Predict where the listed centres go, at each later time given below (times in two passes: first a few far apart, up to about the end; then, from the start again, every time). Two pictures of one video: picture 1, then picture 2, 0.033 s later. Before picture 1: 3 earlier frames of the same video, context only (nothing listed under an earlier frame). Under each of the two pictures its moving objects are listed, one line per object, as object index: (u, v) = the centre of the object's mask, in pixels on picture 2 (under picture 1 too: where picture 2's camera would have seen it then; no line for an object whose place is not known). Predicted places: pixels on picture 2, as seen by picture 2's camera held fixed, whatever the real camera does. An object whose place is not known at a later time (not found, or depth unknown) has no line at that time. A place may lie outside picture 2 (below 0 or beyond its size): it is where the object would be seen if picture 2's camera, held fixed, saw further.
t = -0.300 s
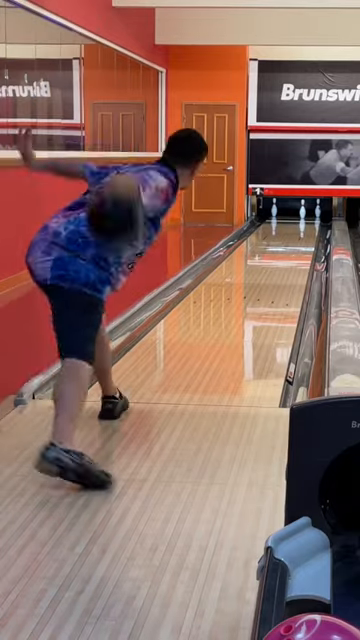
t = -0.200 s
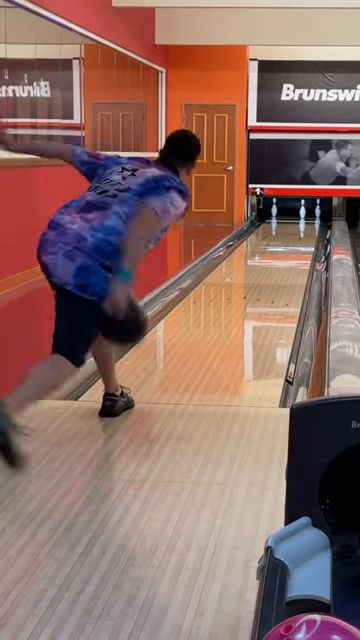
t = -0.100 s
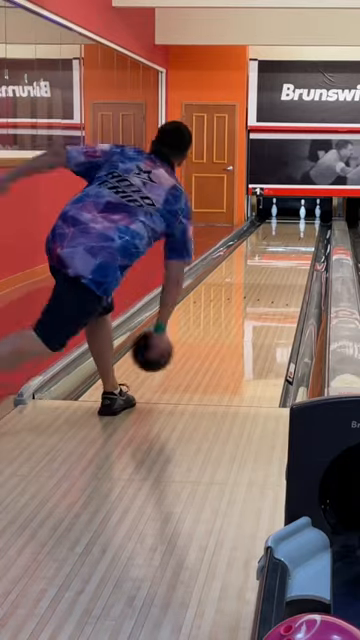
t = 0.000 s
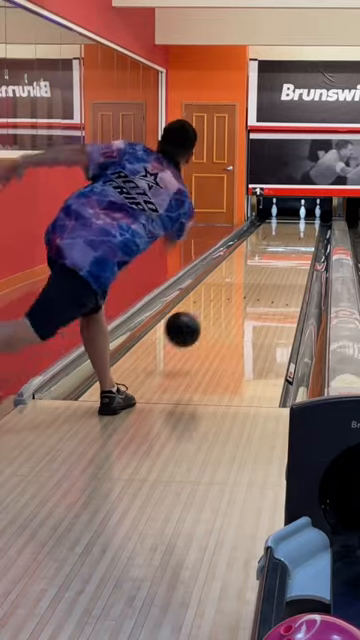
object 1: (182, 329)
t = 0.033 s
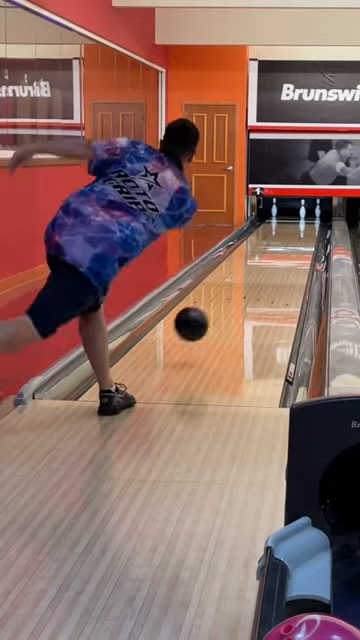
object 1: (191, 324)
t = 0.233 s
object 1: (230, 310)
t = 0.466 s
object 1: (258, 284)
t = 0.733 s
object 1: (280, 261)
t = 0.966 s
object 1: (293, 248)
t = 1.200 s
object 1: (303, 237)
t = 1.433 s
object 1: (308, 229)
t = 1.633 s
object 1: (310, 223)
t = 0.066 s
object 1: (199, 321)
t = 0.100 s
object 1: (206, 320)
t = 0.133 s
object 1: (212, 320)
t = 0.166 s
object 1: (218, 322)
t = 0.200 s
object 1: (224, 316)
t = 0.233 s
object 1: (230, 310)
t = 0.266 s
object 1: (234, 306)
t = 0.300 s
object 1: (239, 302)
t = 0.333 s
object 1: (244, 298)
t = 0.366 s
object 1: (248, 294)
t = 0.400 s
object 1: (252, 290)
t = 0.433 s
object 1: (255, 287)
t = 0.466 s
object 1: (258, 284)
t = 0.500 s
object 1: (262, 280)
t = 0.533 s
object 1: (265, 277)
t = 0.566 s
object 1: (268, 274)
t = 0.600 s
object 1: (271, 271)
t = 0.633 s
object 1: (274, 269)
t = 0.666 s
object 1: (276, 266)
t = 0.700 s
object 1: (278, 264)
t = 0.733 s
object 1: (280, 261)
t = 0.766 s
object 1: (283, 259)
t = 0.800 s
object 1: (285, 257)
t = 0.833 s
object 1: (287, 255)
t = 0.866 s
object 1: (288, 253)
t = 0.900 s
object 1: (290, 251)
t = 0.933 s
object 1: (292, 249)
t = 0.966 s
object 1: (293, 248)
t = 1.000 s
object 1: (295, 246)
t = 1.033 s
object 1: (297, 244)
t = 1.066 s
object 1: (298, 242)
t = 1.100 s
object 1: (299, 241)
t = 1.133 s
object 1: (300, 240)
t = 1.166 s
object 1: (301, 238)
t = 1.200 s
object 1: (303, 237)
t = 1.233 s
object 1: (304, 236)
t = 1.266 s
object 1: (304, 234)
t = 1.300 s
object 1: (305, 233)
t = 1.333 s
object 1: (306, 232)
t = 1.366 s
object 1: (307, 231)
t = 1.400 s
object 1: (308, 230)
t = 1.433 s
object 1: (308, 229)
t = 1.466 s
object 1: (309, 228)
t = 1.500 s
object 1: (309, 227)
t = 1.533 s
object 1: (309, 225)
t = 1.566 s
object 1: (310, 224)
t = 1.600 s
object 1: (310, 223)
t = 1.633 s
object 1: (310, 223)
